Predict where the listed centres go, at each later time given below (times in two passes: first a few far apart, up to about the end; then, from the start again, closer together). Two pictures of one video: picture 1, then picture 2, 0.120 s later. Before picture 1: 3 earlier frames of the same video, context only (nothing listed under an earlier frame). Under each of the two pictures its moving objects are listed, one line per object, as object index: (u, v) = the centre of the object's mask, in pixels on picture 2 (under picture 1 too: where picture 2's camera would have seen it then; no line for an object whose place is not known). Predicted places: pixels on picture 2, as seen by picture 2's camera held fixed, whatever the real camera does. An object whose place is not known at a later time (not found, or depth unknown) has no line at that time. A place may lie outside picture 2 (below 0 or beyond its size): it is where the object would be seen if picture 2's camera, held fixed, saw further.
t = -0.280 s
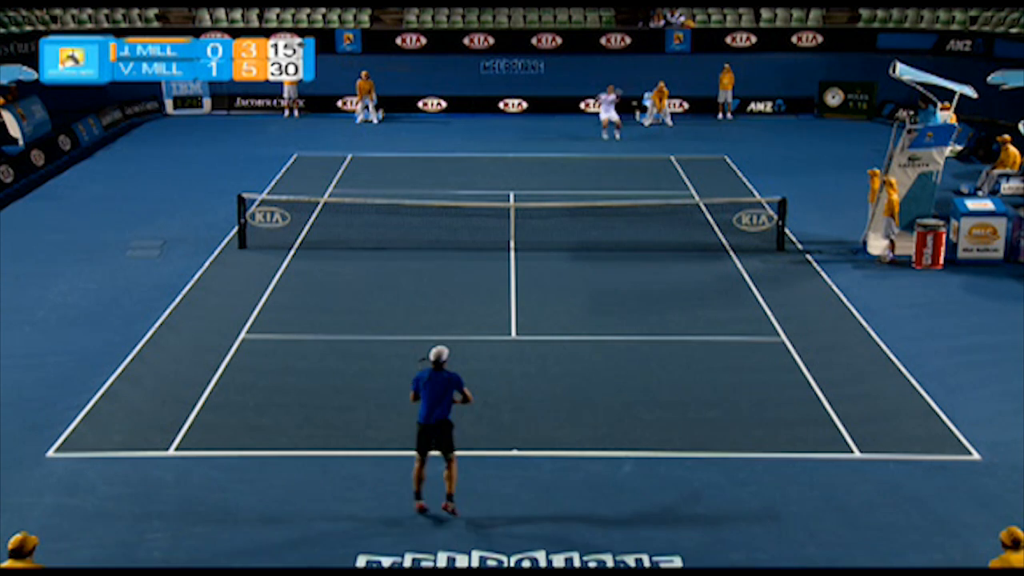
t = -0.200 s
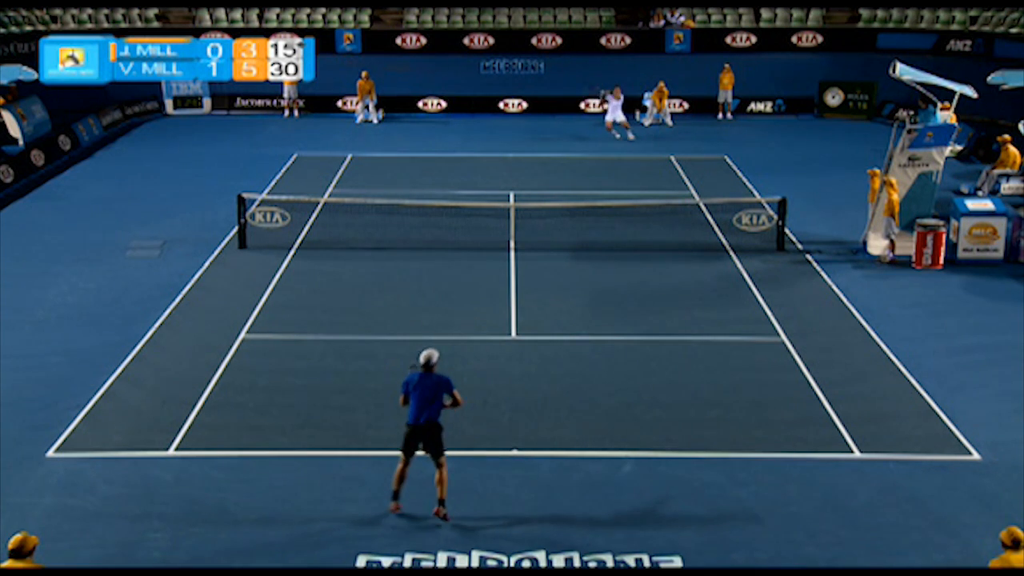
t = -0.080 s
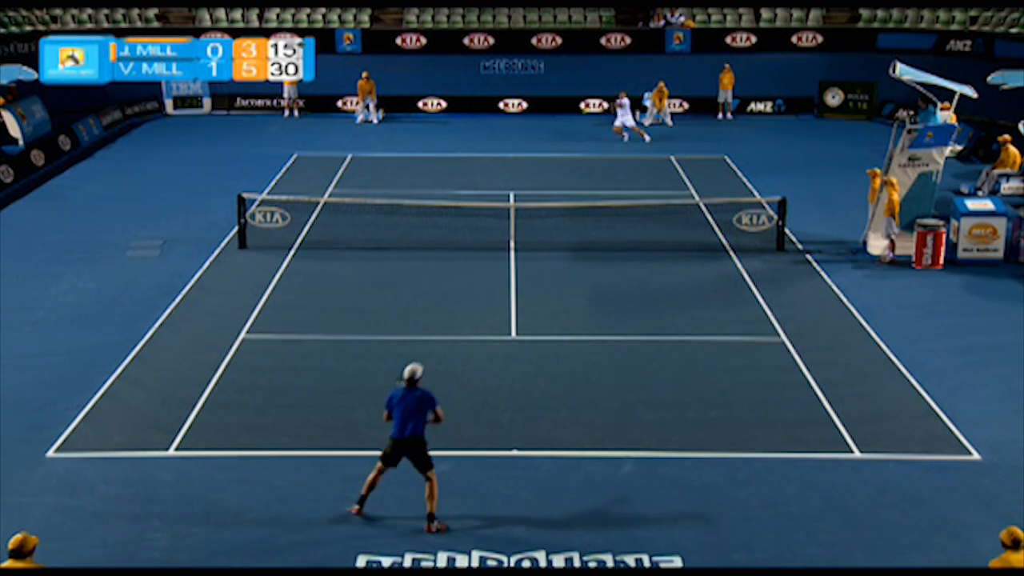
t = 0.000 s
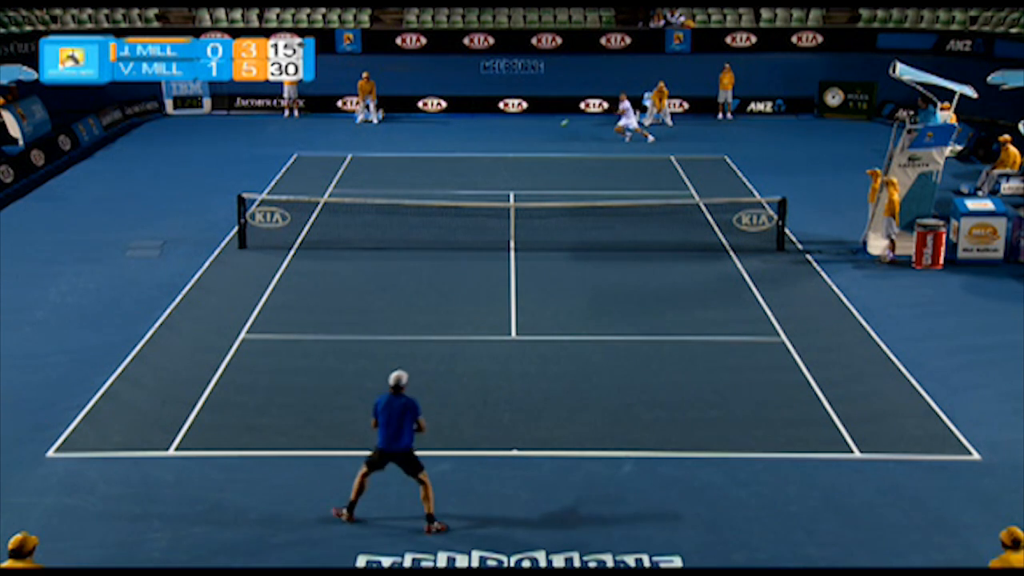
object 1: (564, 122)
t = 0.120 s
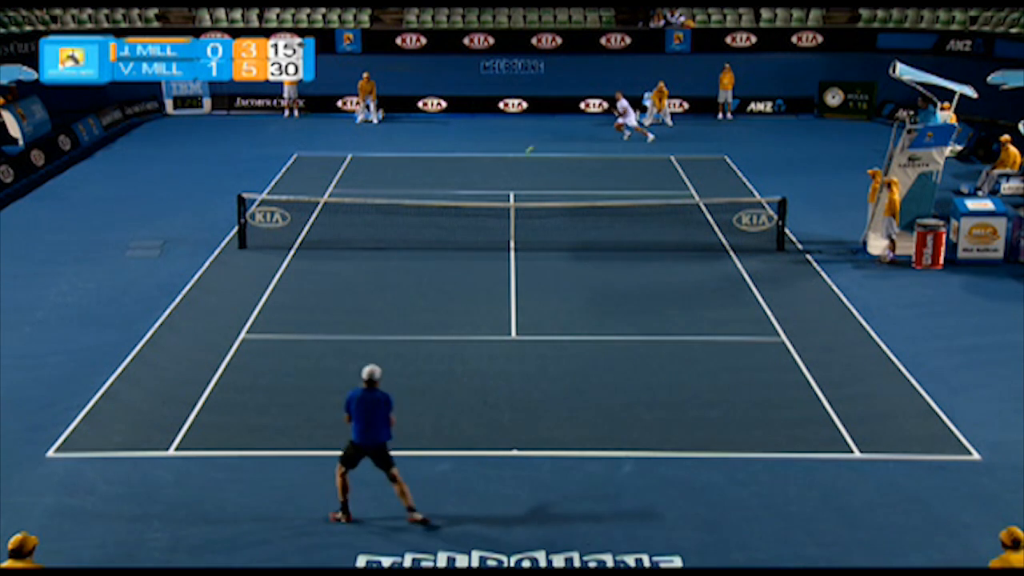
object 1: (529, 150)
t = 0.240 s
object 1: (490, 189)
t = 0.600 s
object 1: (365, 307)
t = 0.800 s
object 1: (301, 308)
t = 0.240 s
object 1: (490, 189)
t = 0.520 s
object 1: (389, 315)
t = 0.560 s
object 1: (377, 311)
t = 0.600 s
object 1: (365, 307)
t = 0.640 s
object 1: (353, 305)
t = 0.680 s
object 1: (340, 304)
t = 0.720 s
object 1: (327, 304)
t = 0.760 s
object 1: (314, 305)
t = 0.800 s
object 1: (301, 308)
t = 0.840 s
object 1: (287, 313)
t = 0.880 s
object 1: (273, 319)
